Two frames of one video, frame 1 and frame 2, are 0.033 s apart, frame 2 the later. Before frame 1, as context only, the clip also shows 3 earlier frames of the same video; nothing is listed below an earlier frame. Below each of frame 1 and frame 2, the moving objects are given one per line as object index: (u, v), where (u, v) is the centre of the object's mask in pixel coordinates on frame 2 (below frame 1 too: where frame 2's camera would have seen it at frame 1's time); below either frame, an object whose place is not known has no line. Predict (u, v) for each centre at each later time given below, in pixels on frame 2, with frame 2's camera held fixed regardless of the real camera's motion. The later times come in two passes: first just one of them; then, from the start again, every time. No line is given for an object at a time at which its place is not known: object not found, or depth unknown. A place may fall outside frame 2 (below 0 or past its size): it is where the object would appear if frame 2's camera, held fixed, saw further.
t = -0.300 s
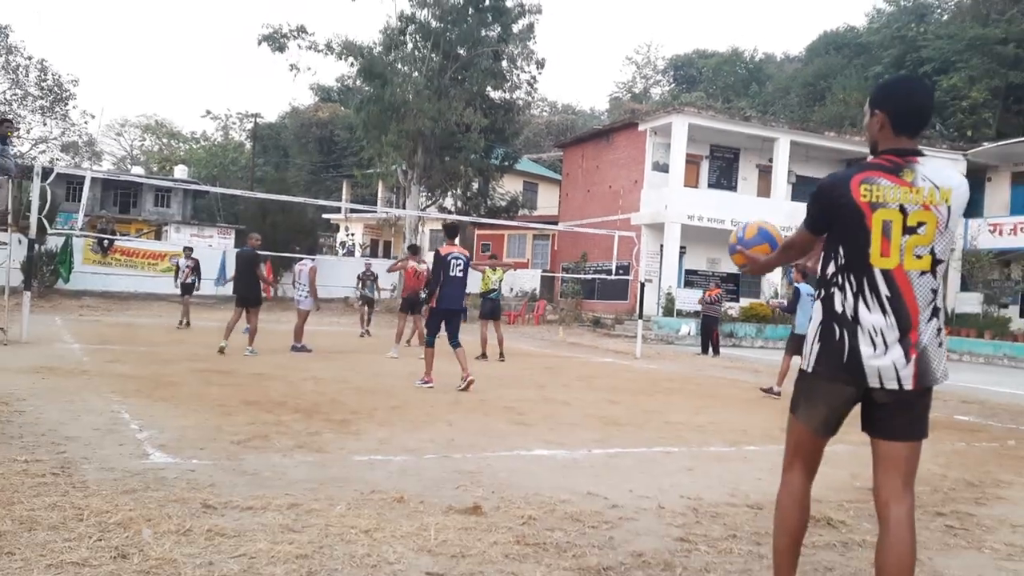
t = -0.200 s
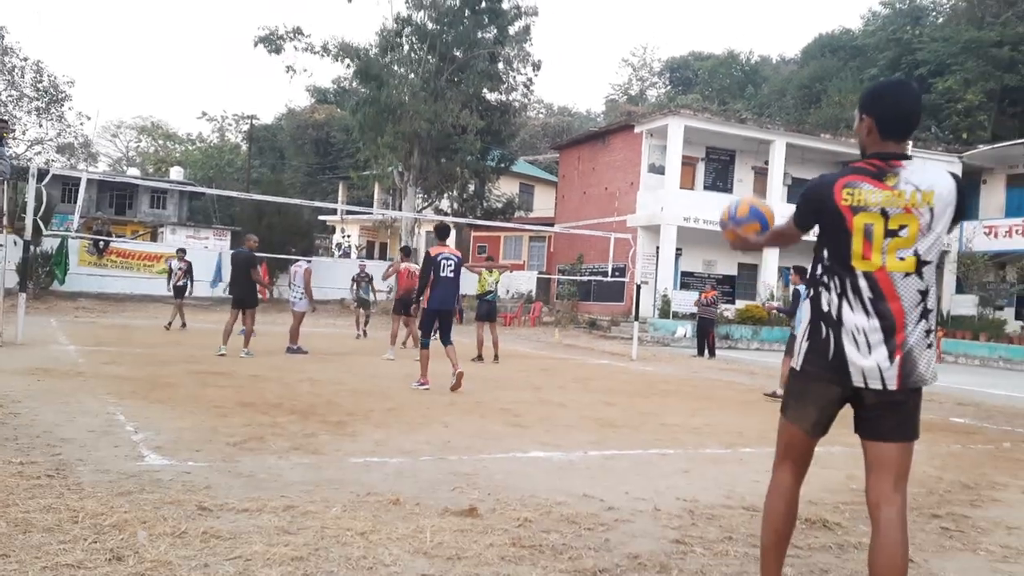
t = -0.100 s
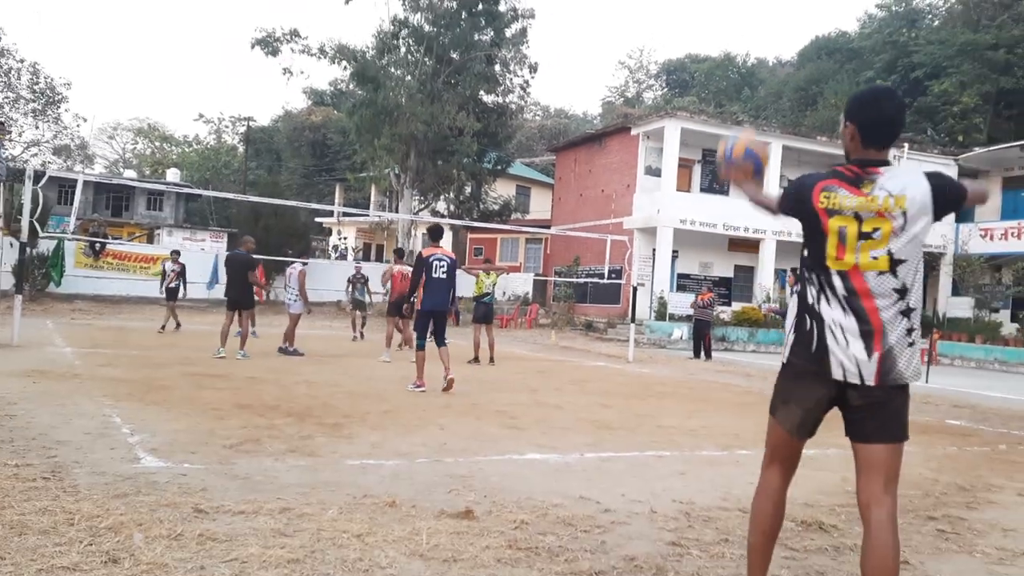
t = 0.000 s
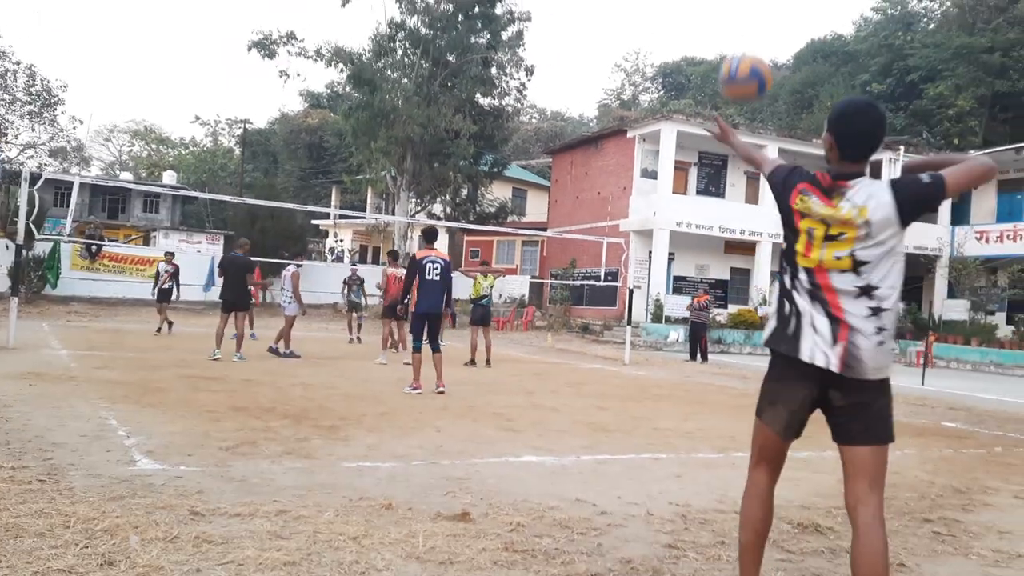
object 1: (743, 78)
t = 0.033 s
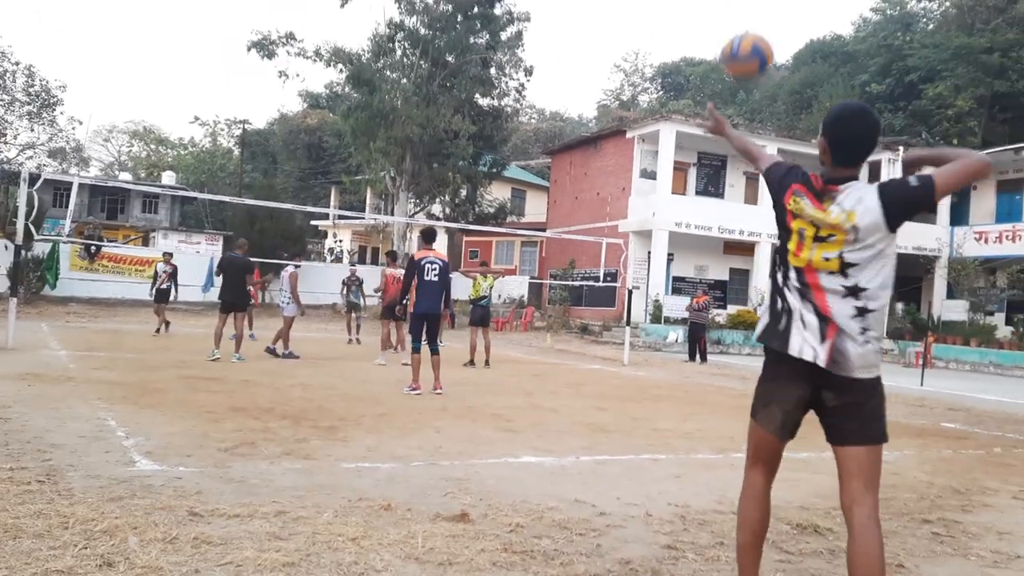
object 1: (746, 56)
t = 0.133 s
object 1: (756, 7)
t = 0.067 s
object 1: (751, 32)
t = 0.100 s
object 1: (754, 15)
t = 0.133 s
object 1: (756, 7)
